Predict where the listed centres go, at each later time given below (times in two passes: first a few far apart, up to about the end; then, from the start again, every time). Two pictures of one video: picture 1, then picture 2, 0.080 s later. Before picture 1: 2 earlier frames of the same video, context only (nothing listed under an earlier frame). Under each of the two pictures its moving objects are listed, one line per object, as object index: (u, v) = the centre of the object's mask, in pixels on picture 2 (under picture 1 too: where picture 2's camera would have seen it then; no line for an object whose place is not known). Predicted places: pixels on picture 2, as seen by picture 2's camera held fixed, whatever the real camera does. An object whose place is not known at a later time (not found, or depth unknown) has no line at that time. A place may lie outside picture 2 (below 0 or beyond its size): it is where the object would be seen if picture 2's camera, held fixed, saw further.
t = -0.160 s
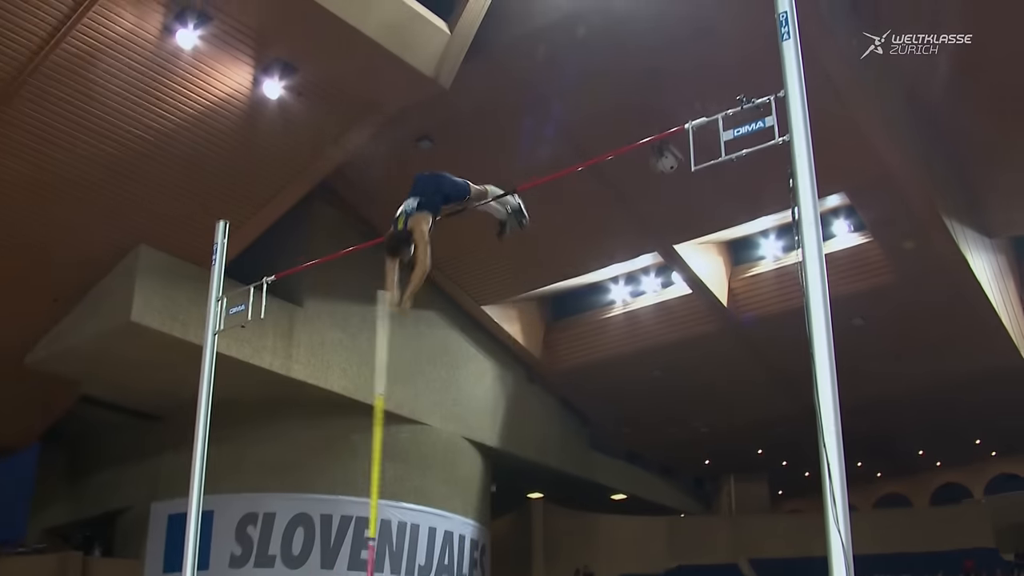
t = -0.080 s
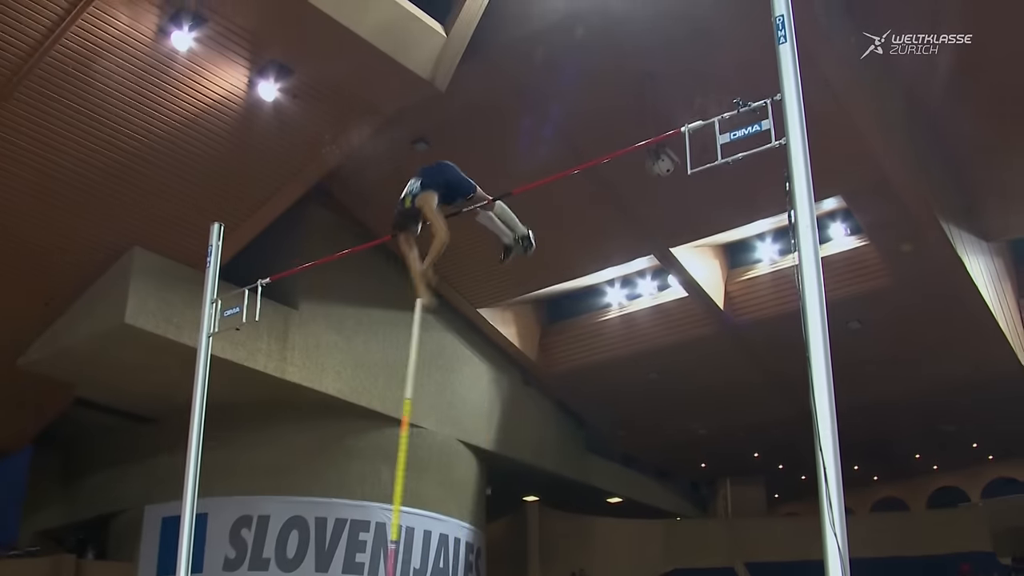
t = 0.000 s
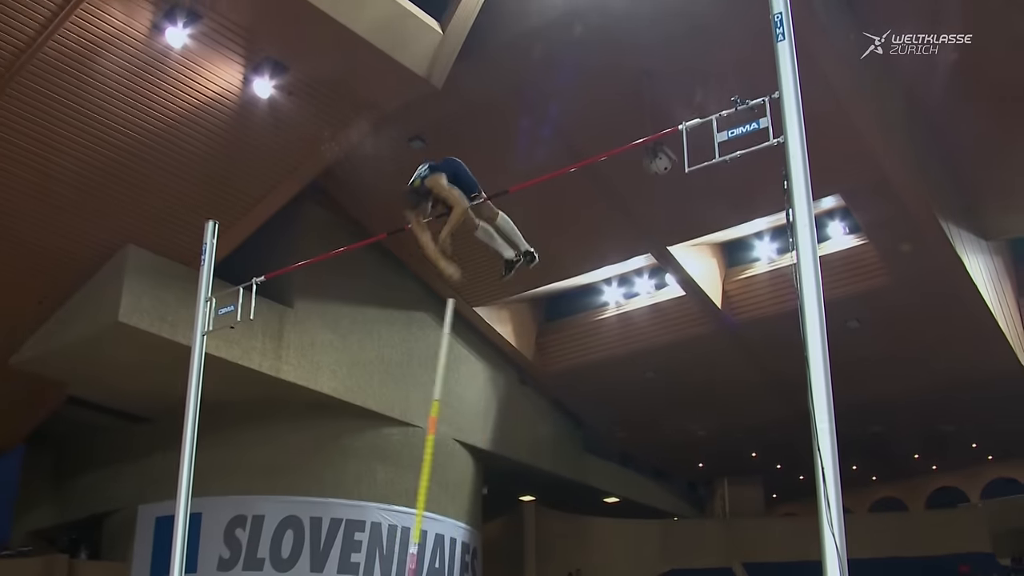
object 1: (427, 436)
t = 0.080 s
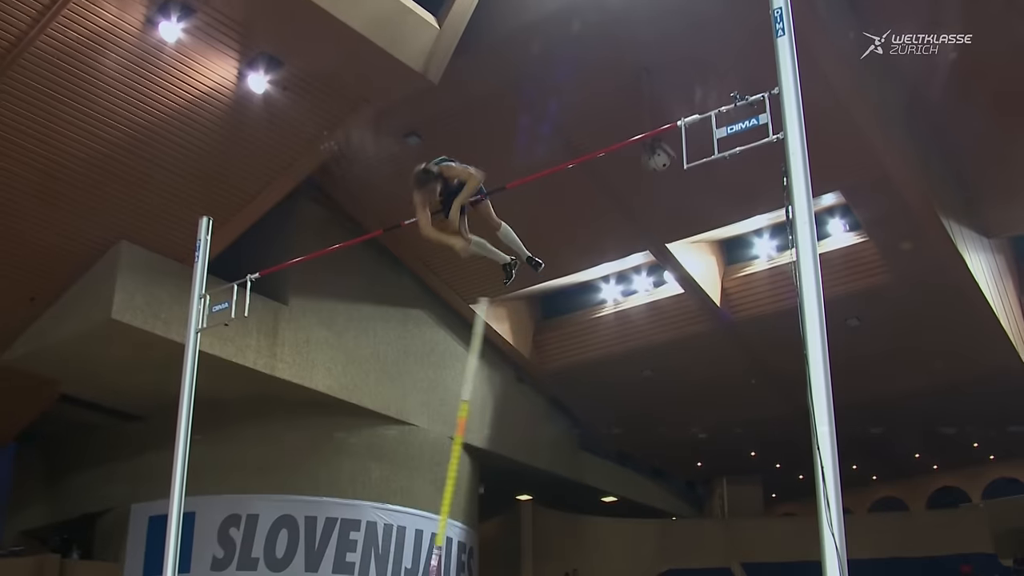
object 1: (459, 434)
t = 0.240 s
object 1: (534, 440)
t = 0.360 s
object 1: (595, 458)
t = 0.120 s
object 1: (476, 437)
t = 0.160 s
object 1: (495, 435)
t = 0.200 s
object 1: (514, 438)
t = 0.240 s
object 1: (534, 440)
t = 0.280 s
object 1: (553, 447)
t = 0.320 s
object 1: (574, 452)
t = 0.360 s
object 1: (595, 458)
